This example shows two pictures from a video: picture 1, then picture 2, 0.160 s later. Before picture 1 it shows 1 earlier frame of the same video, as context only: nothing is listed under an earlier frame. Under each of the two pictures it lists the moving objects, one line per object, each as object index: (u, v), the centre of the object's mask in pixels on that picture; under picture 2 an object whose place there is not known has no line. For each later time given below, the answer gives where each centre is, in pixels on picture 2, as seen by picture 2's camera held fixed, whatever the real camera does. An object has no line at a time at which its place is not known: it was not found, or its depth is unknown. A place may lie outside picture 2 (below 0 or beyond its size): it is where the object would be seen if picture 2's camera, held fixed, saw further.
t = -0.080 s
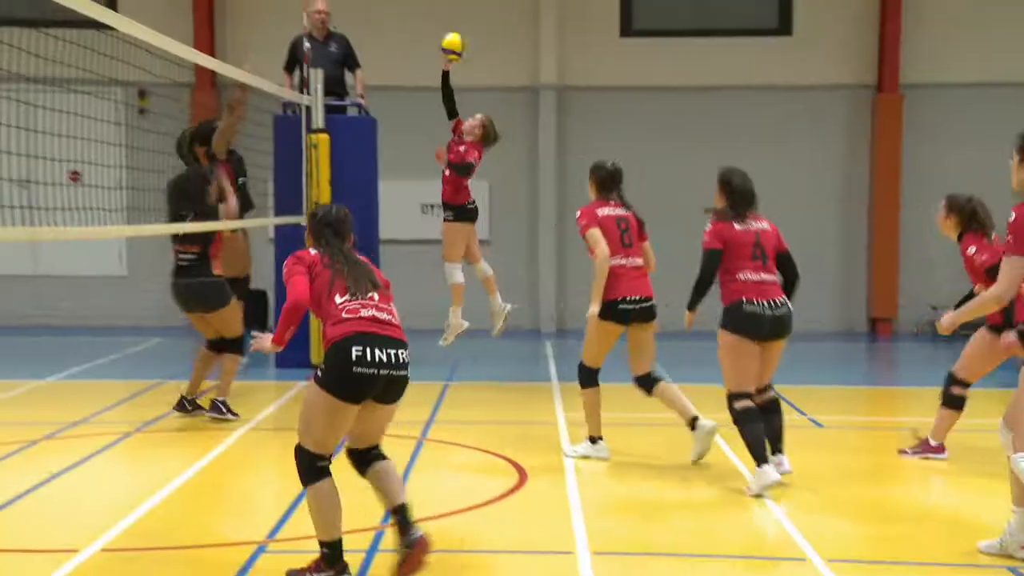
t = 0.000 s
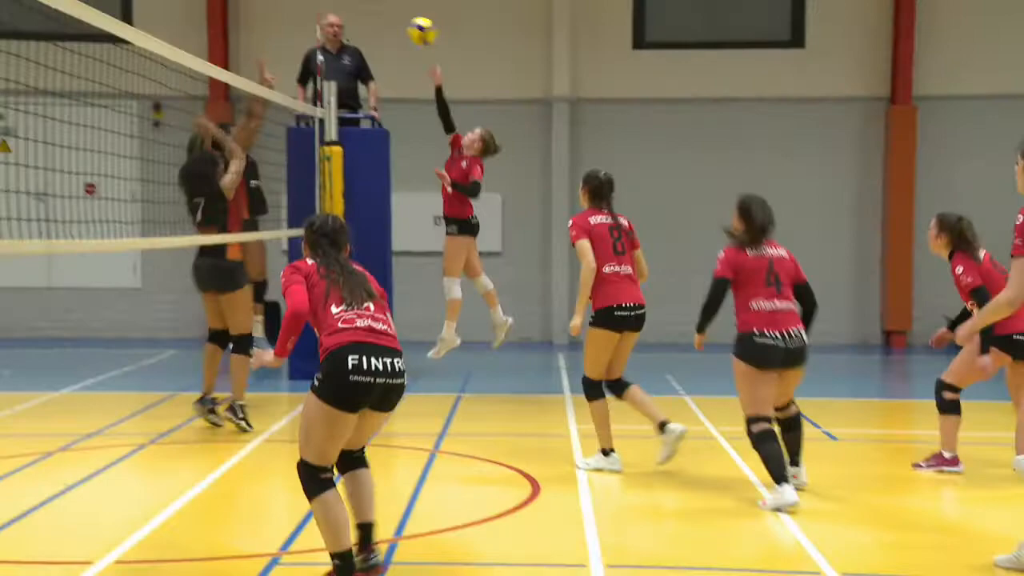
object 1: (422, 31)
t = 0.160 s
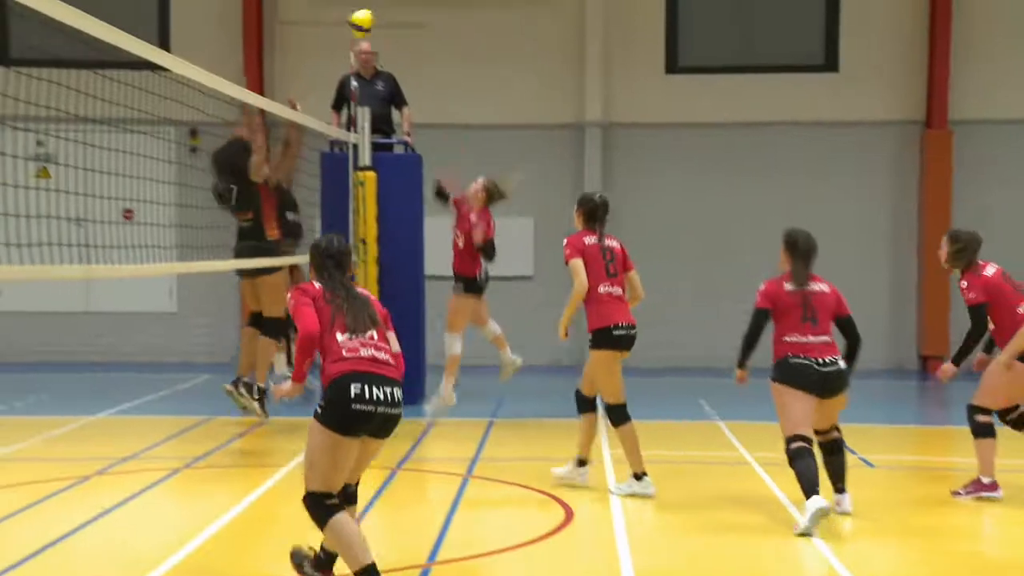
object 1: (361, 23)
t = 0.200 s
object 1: (337, 18)
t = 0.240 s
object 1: (314, 17)
